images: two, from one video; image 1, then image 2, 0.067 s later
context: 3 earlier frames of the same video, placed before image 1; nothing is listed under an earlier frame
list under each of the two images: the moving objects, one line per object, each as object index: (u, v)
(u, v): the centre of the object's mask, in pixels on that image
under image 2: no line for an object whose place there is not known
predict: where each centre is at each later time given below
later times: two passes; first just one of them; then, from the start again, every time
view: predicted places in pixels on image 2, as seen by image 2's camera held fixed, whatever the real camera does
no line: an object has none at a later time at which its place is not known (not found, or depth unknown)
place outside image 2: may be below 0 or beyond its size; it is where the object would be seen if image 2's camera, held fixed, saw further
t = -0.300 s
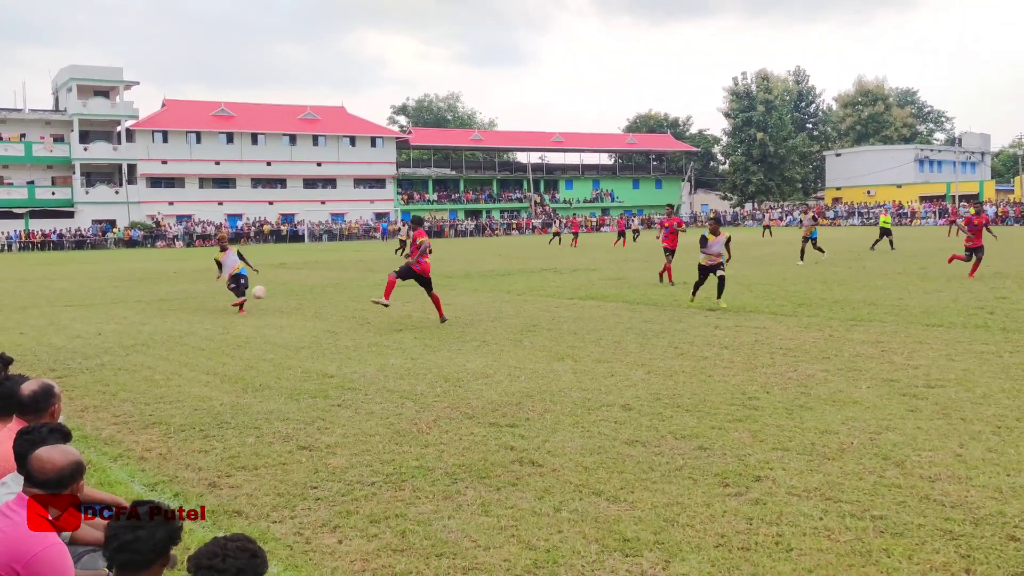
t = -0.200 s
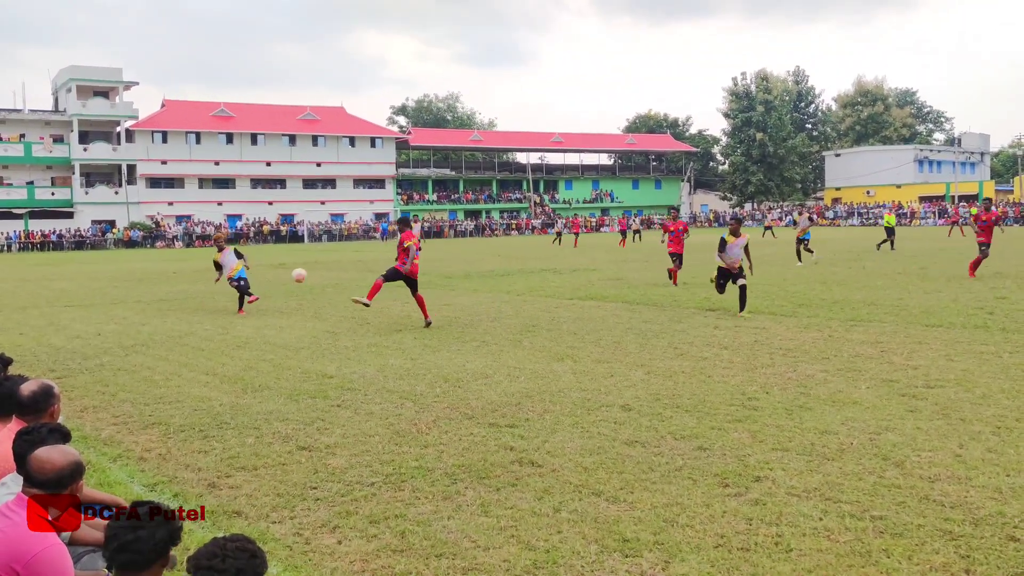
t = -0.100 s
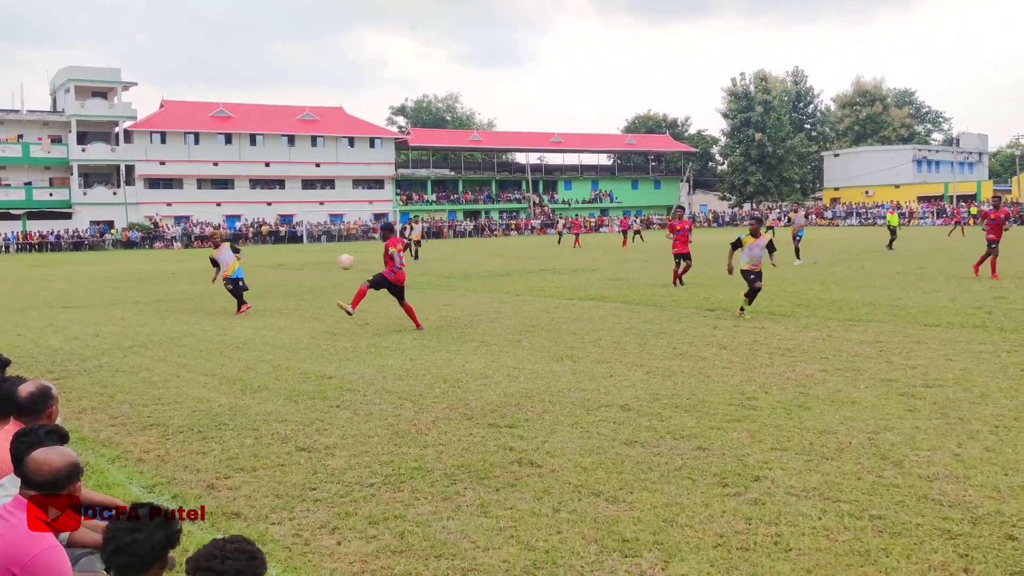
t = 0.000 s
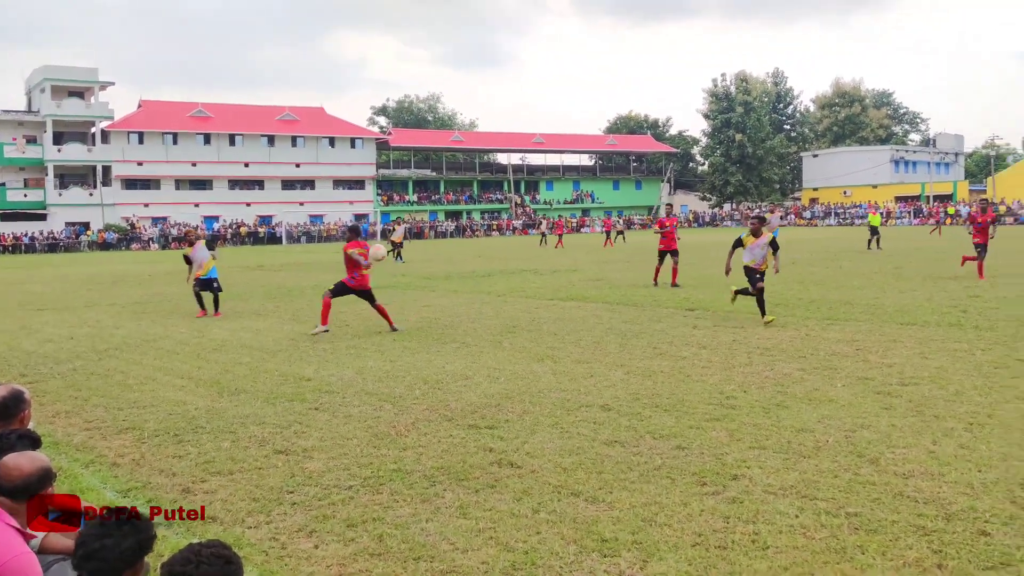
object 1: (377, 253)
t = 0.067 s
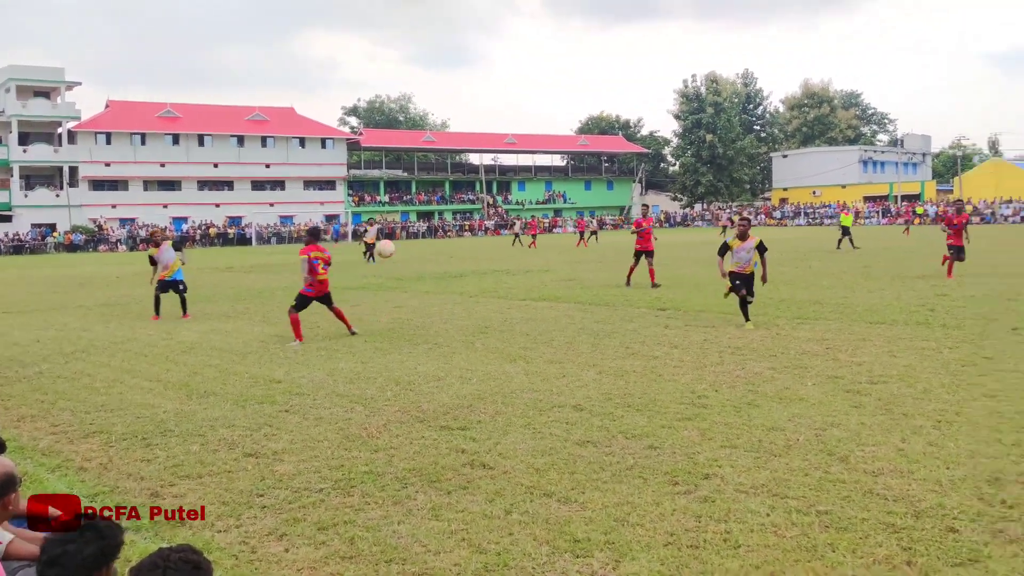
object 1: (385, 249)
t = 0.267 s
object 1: (530, 264)
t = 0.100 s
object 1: (406, 250)
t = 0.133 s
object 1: (428, 251)
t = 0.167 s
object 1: (450, 251)
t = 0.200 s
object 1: (476, 254)
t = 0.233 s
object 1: (502, 257)
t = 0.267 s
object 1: (530, 264)
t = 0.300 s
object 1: (560, 273)
